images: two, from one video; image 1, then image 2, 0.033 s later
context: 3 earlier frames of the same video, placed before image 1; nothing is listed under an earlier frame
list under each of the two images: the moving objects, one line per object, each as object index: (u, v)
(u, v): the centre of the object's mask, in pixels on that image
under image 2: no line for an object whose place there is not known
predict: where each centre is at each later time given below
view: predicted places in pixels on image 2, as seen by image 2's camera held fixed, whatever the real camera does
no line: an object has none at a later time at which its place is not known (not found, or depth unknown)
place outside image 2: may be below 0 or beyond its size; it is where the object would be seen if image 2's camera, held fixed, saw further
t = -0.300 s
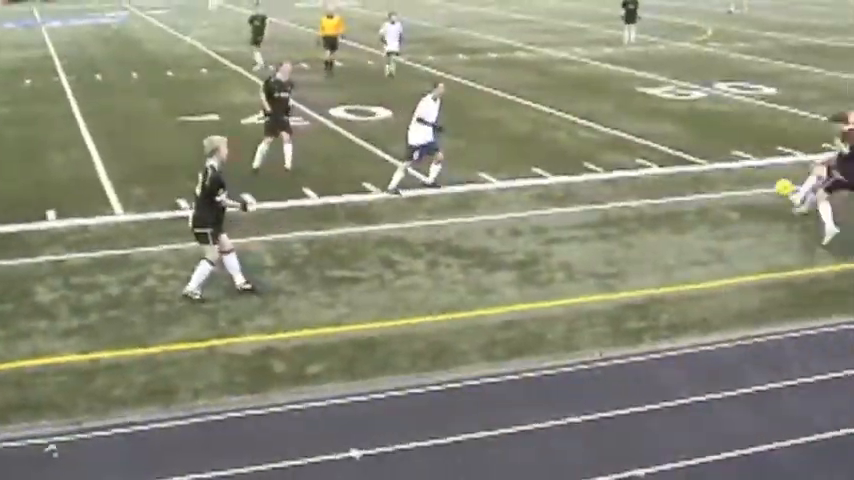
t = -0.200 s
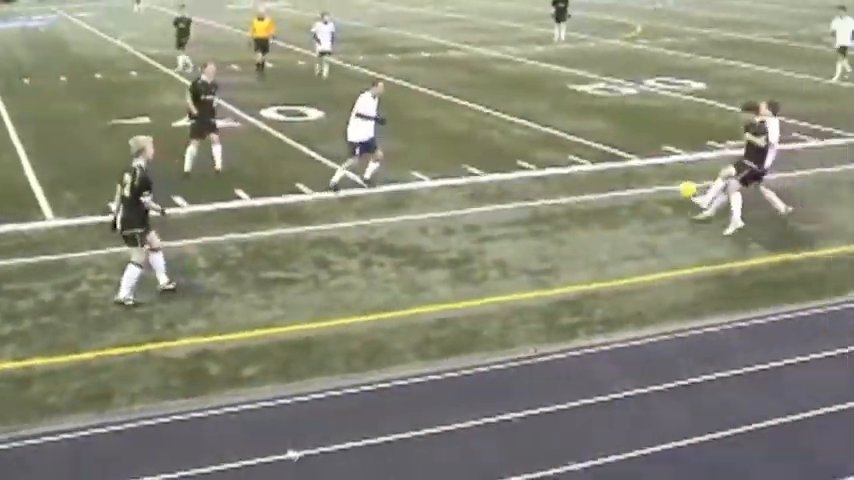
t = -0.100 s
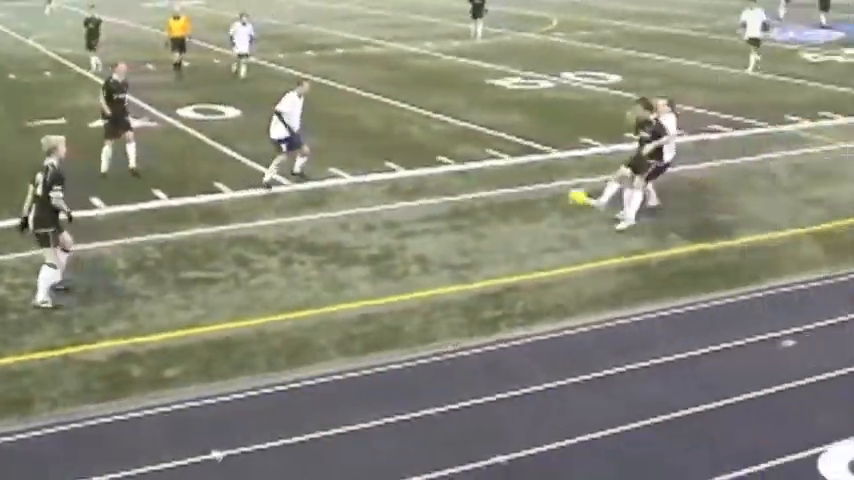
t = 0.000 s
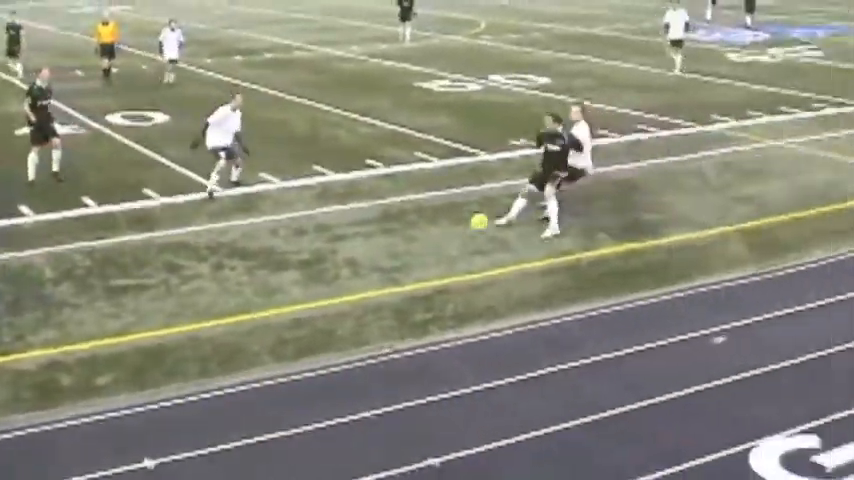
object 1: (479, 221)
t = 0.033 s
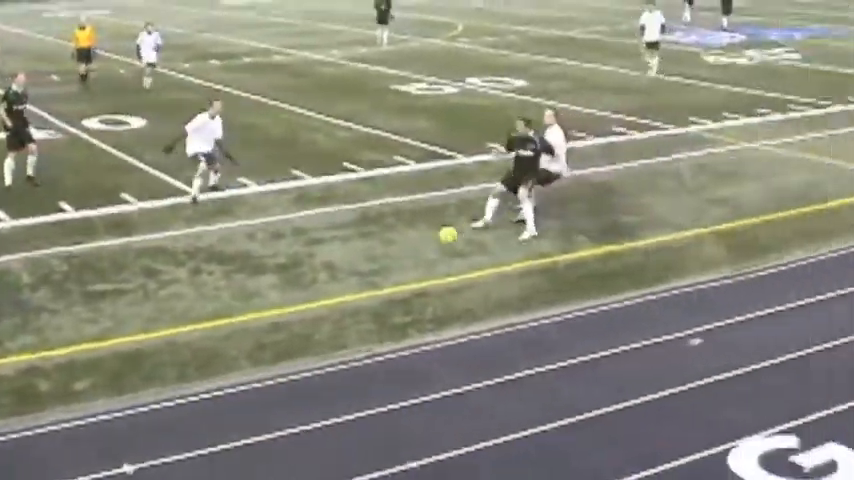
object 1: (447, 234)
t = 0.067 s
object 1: (438, 245)
